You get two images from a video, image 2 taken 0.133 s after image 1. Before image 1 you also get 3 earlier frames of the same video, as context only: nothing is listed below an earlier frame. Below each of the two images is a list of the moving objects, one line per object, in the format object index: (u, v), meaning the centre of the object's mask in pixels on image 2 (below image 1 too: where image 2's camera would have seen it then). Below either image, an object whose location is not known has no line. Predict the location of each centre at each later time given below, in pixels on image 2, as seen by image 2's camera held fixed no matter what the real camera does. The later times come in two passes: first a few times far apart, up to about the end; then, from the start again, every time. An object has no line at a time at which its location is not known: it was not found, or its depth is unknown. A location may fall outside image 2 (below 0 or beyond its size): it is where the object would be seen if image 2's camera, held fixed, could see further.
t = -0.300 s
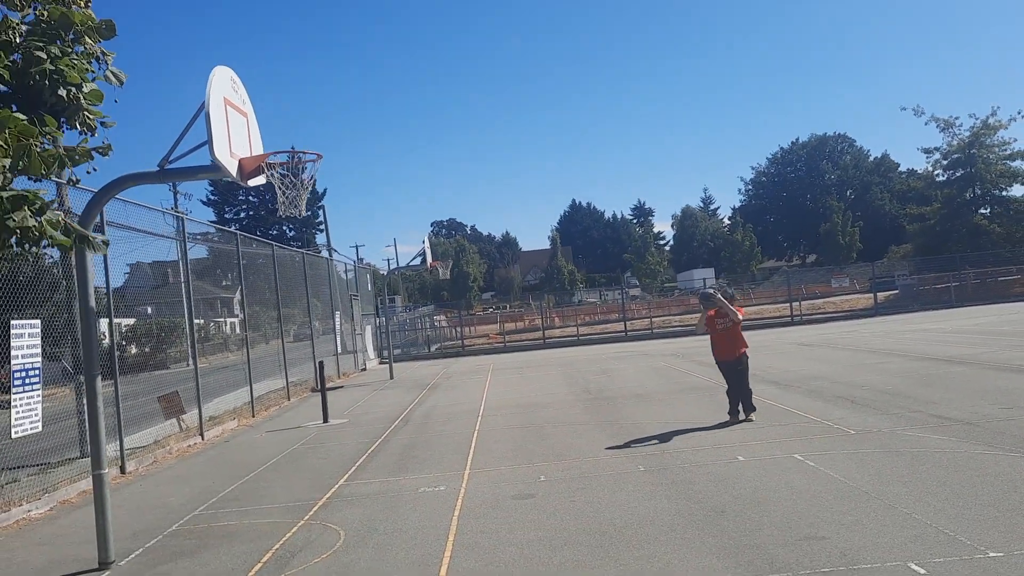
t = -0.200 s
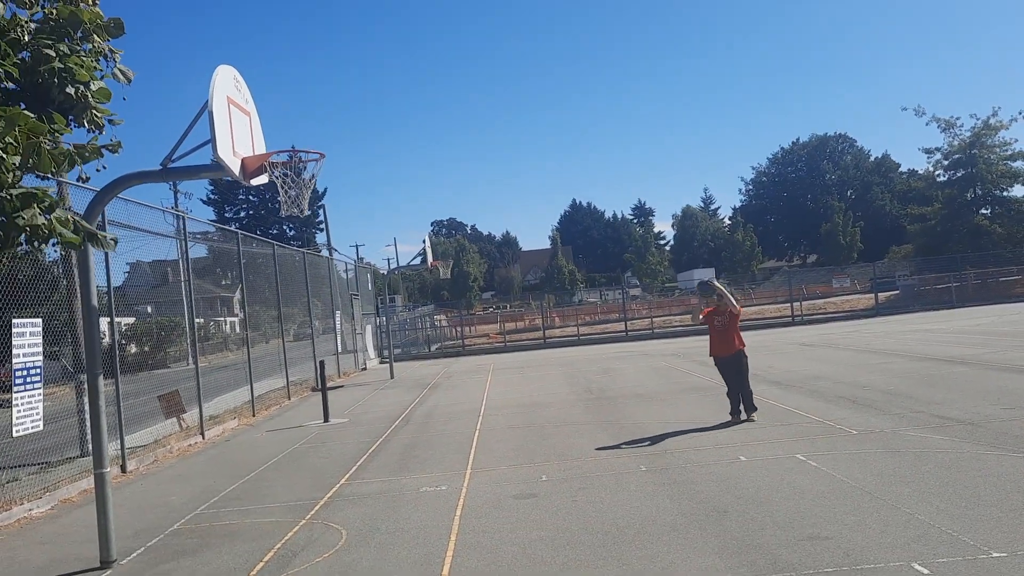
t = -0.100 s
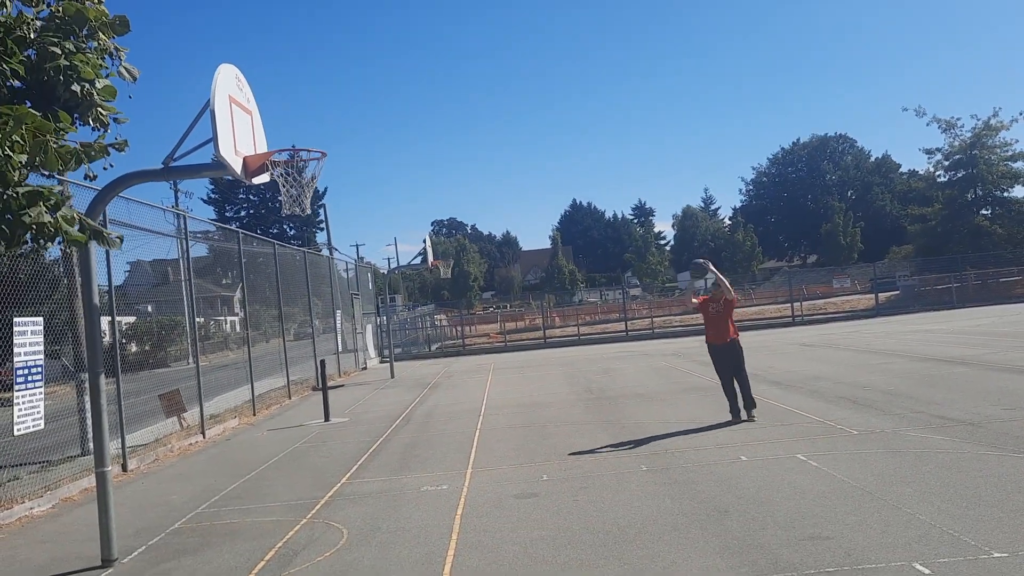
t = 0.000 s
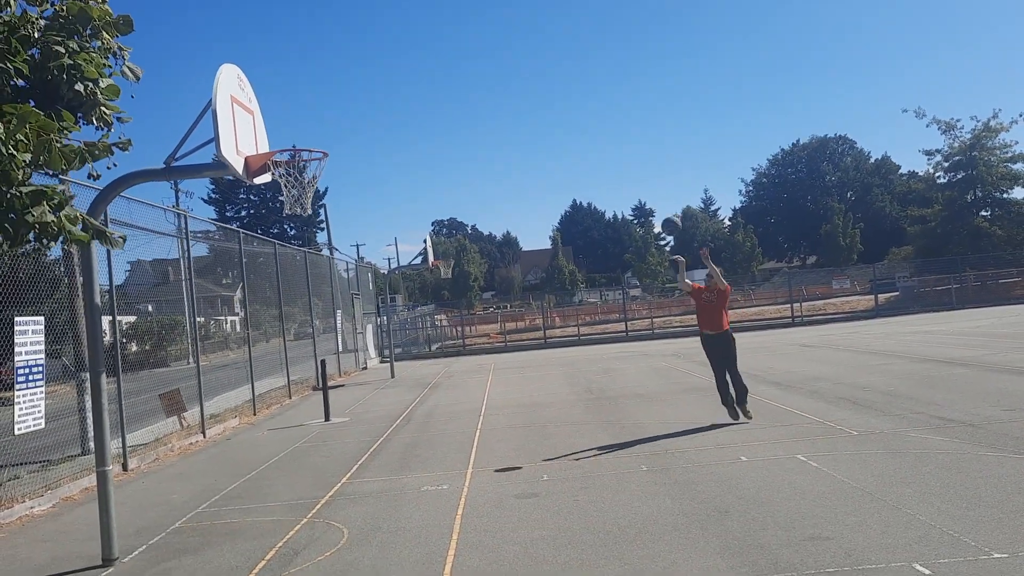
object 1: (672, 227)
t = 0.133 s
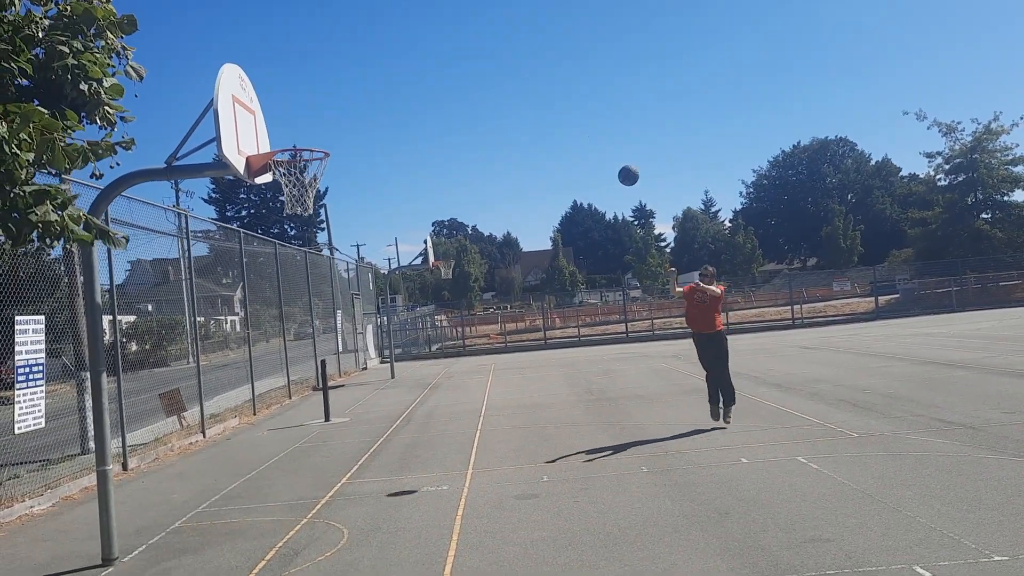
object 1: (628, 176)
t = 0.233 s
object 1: (593, 144)
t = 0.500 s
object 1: (490, 94)
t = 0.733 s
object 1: (383, 106)
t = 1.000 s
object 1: (271, 104)
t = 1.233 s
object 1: (291, 49)
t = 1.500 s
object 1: (334, 65)
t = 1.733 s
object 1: (376, 146)
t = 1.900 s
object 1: (408, 240)
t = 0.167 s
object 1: (617, 164)
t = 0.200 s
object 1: (605, 154)
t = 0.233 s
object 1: (593, 144)
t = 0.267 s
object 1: (581, 135)
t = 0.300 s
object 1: (569, 126)
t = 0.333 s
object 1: (557, 119)
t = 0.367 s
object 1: (544, 112)
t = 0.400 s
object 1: (531, 106)
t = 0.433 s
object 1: (518, 101)
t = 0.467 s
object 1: (504, 98)
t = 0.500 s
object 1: (490, 94)
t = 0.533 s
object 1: (476, 93)
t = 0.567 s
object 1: (461, 92)
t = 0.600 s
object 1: (447, 92)
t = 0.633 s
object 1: (431, 94)
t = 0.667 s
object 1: (416, 97)
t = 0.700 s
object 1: (400, 101)
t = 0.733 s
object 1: (383, 106)
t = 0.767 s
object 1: (366, 113)
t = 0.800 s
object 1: (349, 121)
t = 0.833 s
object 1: (331, 131)
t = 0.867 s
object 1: (314, 140)
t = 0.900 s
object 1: (299, 143)
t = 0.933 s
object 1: (290, 133)
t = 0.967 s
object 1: (280, 118)
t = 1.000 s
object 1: (271, 104)
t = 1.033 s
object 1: (264, 92)
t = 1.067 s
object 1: (268, 81)
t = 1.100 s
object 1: (272, 72)
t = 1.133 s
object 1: (277, 64)
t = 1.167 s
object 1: (282, 58)
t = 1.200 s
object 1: (286, 53)
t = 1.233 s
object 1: (291, 49)
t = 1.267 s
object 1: (296, 47)
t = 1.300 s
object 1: (302, 46)
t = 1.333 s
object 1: (307, 46)
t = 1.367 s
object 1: (312, 47)
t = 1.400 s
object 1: (318, 49)
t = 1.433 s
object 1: (323, 53)
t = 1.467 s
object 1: (328, 58)
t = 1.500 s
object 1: (334, 65)
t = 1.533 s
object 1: (340, 73)
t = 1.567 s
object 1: (345, 83)
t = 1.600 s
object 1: (351, 93)
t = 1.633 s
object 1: (357, 104)
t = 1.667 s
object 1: (364, 117)
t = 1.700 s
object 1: (369, 131)
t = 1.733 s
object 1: (376, 146)
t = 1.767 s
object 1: (381, 163)
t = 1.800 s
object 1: (388, 181)
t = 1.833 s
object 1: (394, 199)
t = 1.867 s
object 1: (401, 219)
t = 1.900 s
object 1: (408, 240)
